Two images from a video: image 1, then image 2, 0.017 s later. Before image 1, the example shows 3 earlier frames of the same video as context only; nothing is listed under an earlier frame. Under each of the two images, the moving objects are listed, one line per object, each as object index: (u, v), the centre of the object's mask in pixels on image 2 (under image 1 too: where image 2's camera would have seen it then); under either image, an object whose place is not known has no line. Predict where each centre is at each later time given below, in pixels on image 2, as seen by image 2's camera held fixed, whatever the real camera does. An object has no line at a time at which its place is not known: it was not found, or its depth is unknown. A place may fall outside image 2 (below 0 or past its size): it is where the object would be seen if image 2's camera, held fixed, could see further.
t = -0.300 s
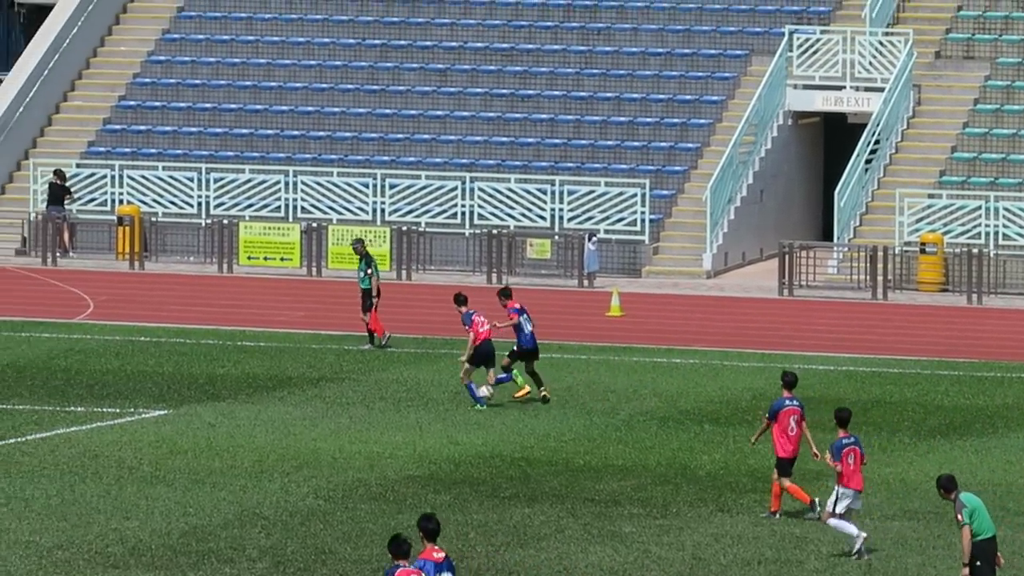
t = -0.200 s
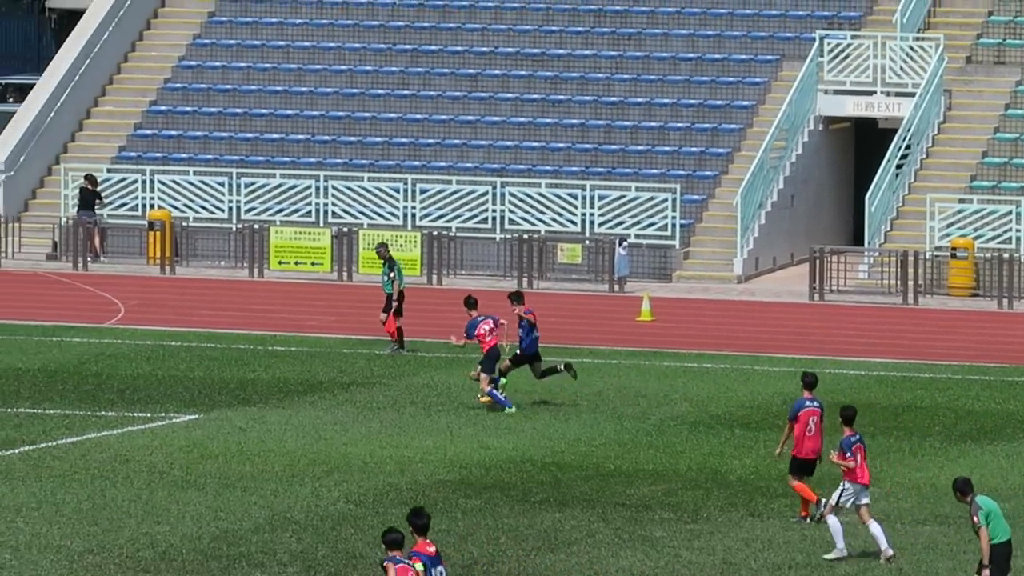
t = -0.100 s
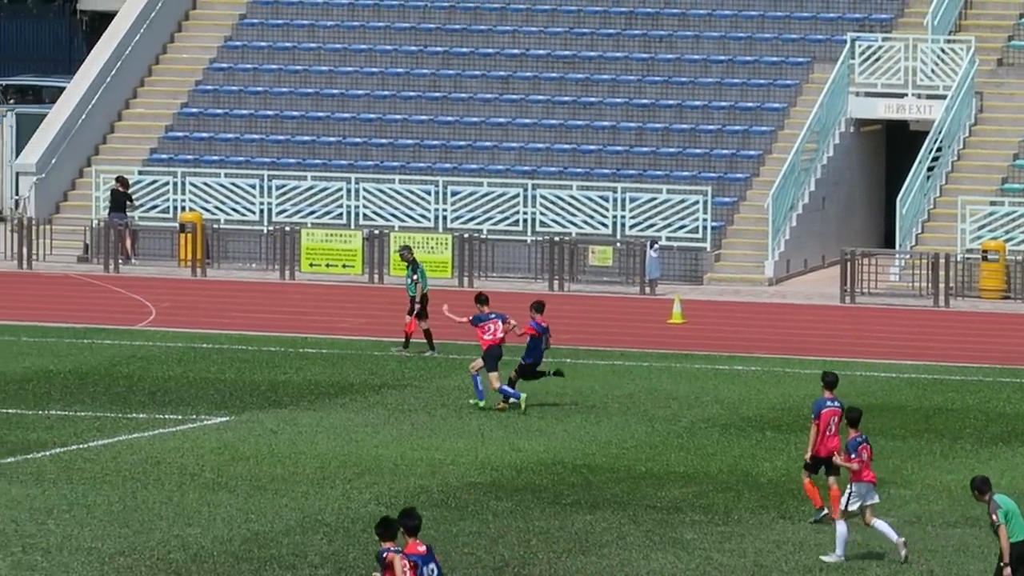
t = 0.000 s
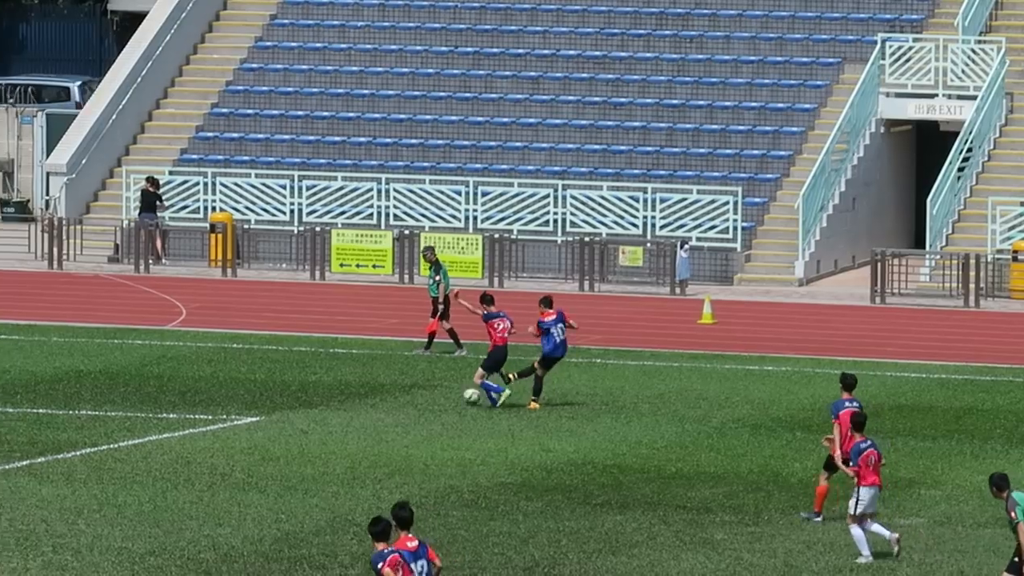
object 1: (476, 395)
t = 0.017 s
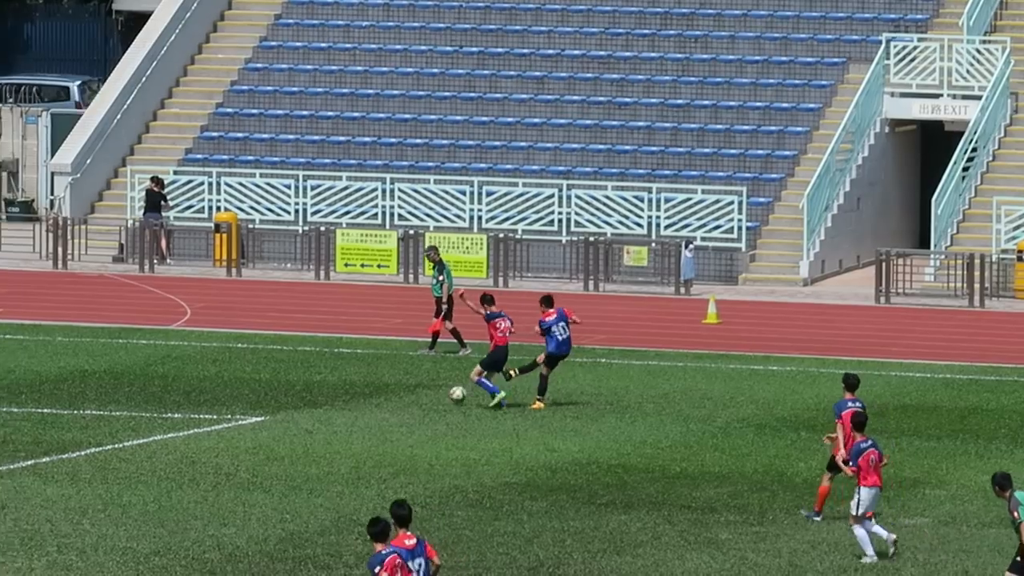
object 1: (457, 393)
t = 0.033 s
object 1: (439, 392)
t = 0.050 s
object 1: (421, 391)
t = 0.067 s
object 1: (403, 390)
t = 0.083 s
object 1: (385, 389)
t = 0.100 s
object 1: (367, 389)
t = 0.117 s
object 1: (349, 388)
